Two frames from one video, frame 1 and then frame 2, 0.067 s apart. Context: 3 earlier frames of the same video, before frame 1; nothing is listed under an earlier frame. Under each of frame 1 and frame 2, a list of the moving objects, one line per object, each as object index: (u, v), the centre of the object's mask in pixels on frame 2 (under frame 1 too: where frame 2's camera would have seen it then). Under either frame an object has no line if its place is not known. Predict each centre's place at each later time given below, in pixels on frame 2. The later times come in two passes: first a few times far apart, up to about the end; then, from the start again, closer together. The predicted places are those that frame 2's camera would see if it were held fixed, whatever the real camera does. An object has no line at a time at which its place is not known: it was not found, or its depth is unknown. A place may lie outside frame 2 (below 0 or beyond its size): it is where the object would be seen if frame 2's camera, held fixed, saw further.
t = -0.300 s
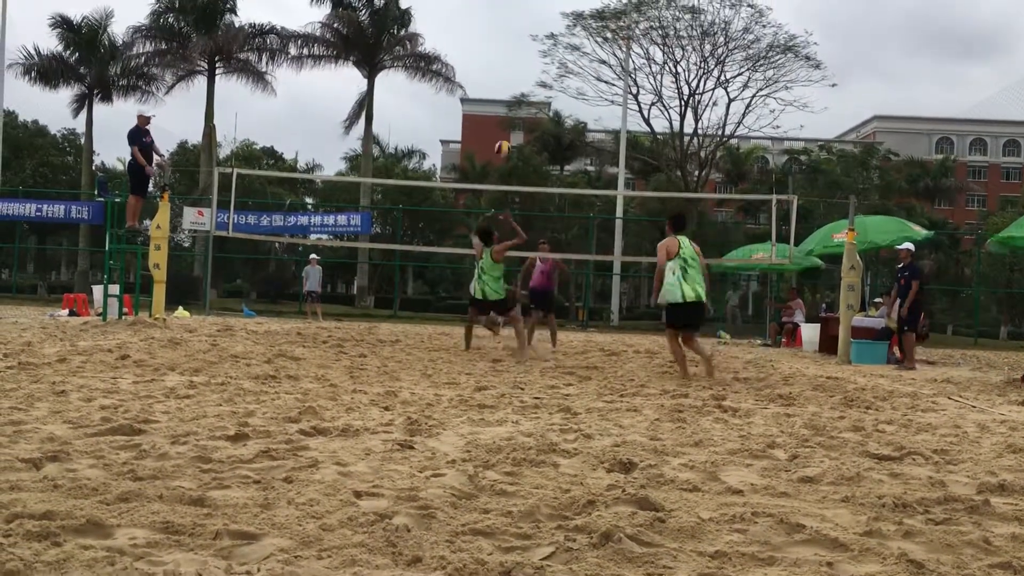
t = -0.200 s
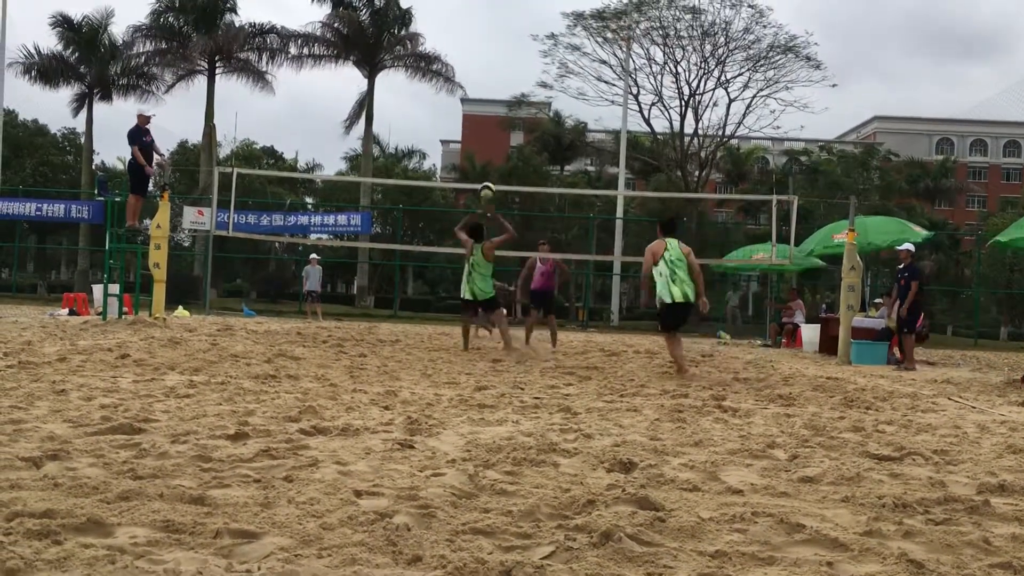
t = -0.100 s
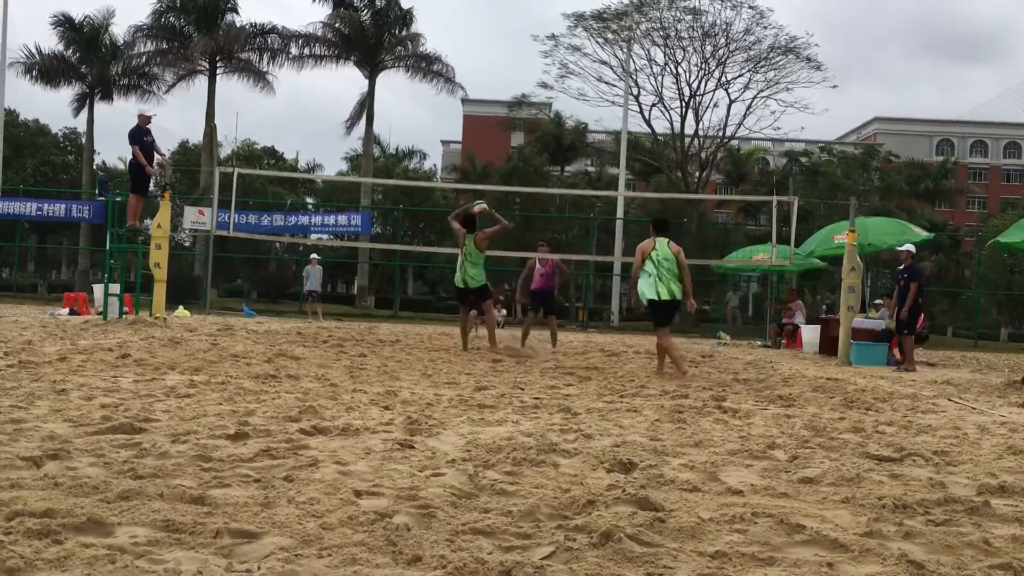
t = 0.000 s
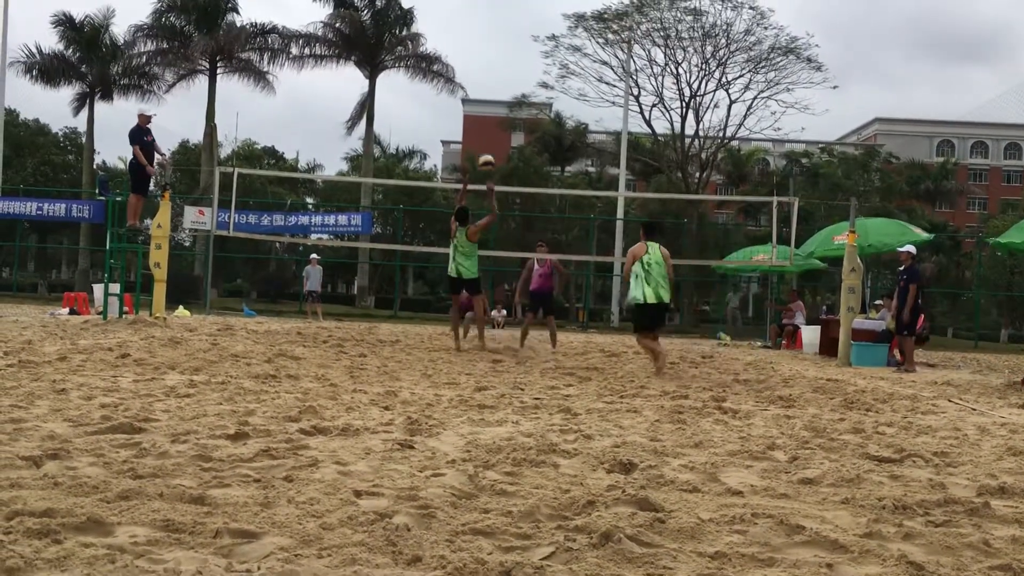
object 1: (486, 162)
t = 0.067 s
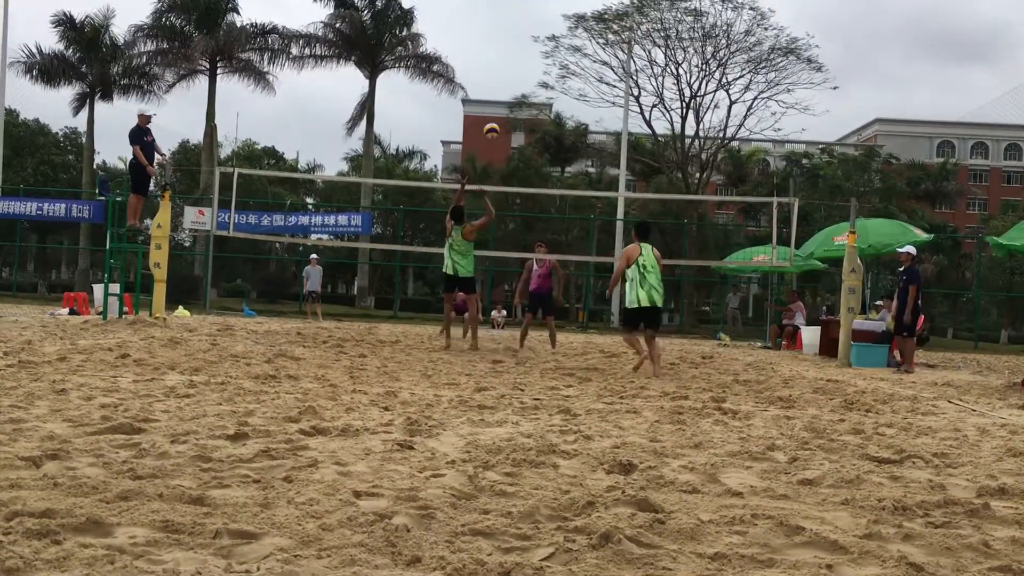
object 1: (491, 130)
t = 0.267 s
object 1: (505, 57)
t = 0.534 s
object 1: (522, 5)
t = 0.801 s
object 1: (535, 3)
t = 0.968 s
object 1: (542, 28)
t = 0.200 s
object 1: (501, 78)
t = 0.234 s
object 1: (503, 67)
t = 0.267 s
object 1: (505, 57)
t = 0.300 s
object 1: (508, 48)
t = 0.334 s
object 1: (510, 39)
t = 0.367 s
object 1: (512, 31)
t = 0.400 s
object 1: (514, 24)
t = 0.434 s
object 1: (516, 18)
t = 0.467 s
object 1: (518, 13)
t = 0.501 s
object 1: (520, 8)
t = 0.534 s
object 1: (522, 5)
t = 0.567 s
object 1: (524, 2)
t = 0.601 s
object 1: (526, 0)
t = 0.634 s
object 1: (527, -2)
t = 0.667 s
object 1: (529, -2)
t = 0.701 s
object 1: (531, -2)
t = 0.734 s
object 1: (532, -2)
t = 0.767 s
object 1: (534, 0)
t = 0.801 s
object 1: (535, 3)
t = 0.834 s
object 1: (536, 6)
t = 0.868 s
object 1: (538, 10)
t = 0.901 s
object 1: (539, 15)
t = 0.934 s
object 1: (540, 21)
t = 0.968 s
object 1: (542, 28)
